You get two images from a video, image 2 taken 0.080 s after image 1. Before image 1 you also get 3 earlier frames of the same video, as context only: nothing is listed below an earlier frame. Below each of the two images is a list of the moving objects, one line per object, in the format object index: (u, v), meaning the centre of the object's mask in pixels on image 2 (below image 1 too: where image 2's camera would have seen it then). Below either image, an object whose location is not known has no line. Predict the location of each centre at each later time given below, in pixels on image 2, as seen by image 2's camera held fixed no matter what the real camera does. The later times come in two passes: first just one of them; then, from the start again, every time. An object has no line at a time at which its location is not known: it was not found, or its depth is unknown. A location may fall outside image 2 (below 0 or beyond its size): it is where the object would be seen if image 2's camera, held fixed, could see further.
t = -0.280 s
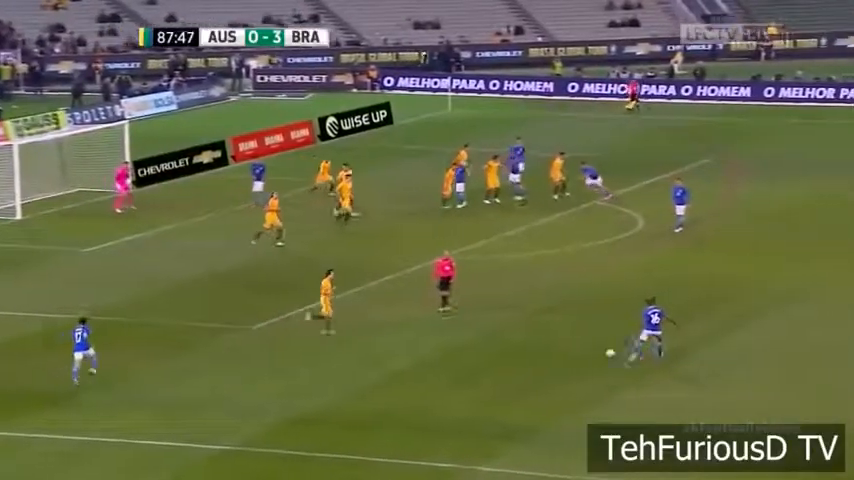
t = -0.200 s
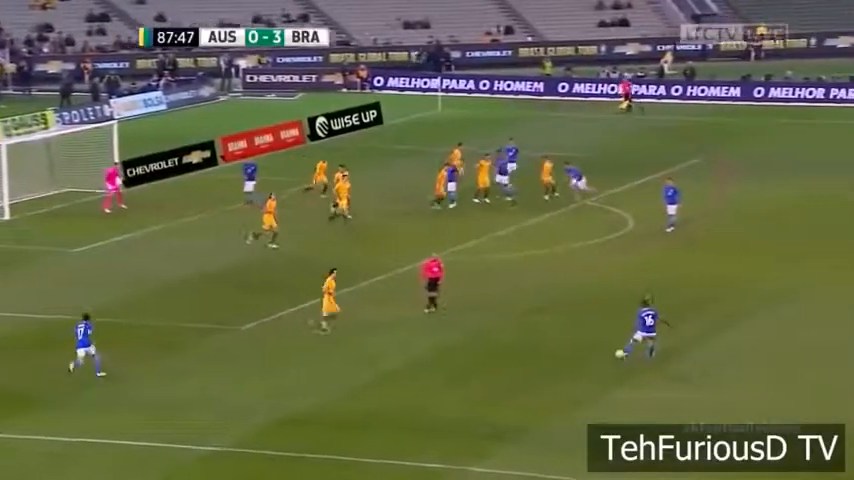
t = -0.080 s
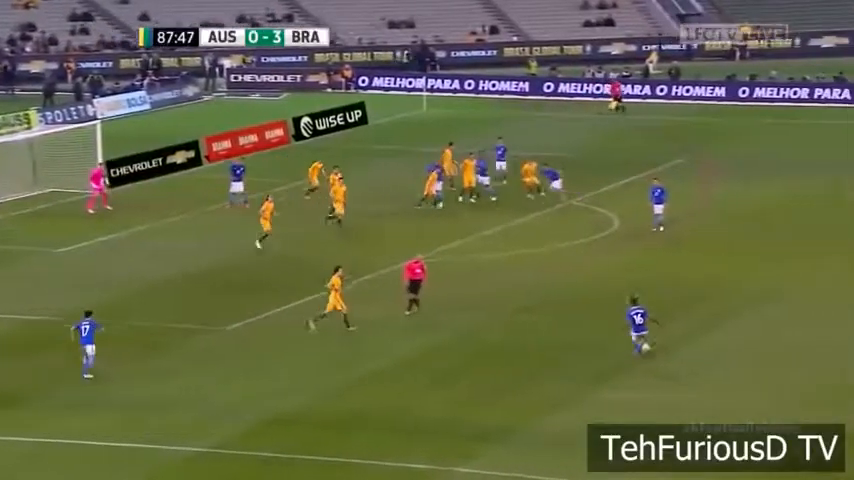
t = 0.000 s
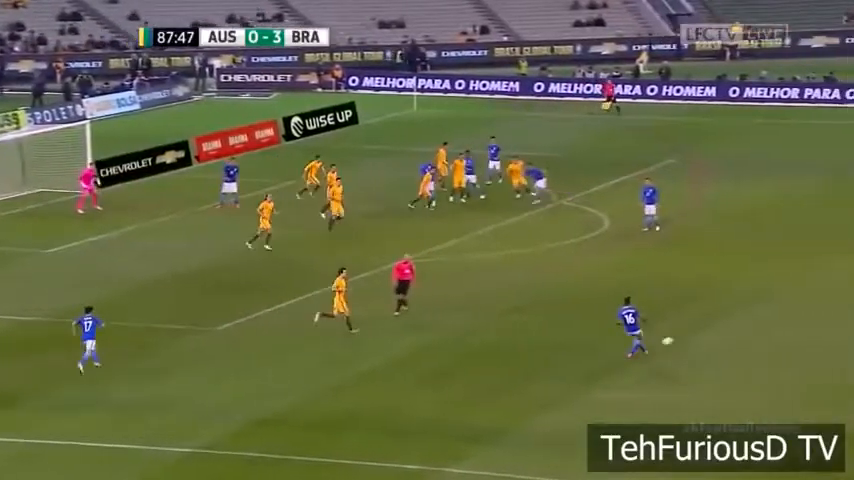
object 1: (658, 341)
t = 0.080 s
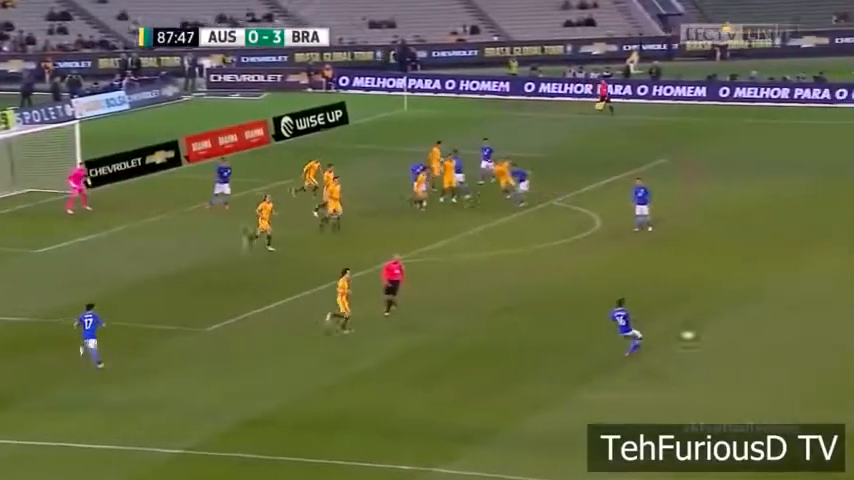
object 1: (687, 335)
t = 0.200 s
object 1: (730, 327)
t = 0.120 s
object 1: (702, 332)
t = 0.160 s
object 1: (717, 329)
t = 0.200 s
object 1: (730, 327)
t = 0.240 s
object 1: (744, 324)
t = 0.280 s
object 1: (756, 323)
